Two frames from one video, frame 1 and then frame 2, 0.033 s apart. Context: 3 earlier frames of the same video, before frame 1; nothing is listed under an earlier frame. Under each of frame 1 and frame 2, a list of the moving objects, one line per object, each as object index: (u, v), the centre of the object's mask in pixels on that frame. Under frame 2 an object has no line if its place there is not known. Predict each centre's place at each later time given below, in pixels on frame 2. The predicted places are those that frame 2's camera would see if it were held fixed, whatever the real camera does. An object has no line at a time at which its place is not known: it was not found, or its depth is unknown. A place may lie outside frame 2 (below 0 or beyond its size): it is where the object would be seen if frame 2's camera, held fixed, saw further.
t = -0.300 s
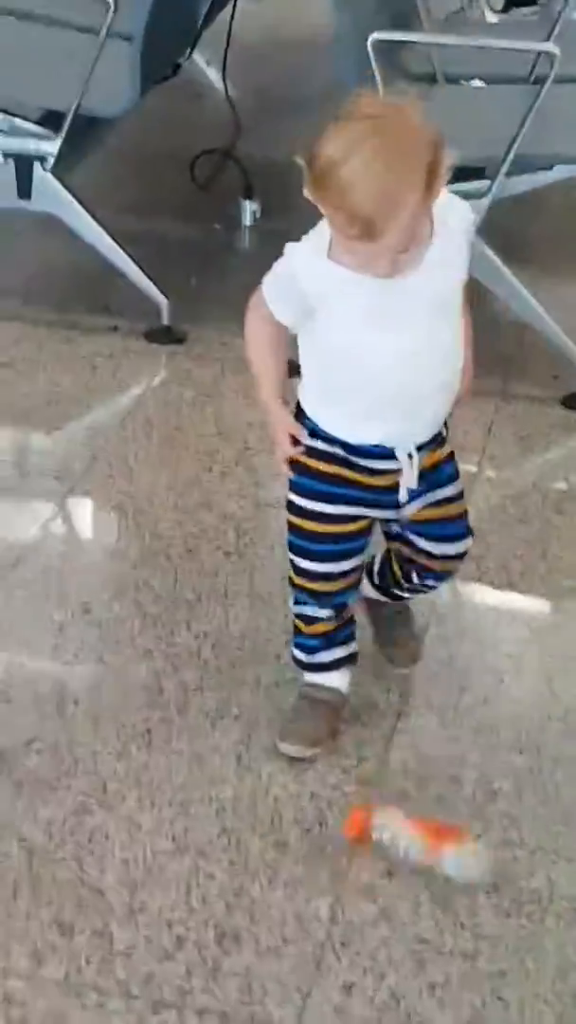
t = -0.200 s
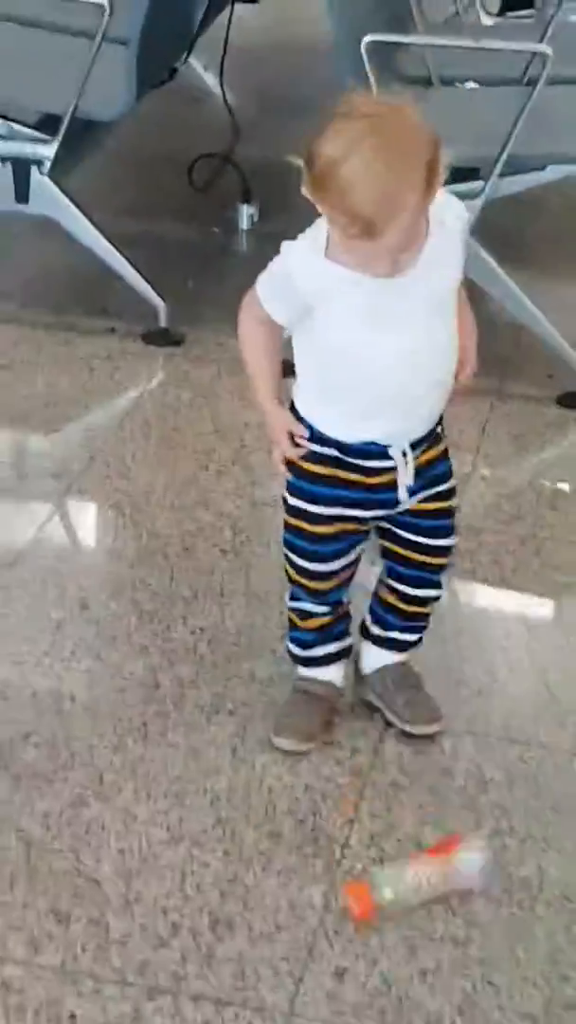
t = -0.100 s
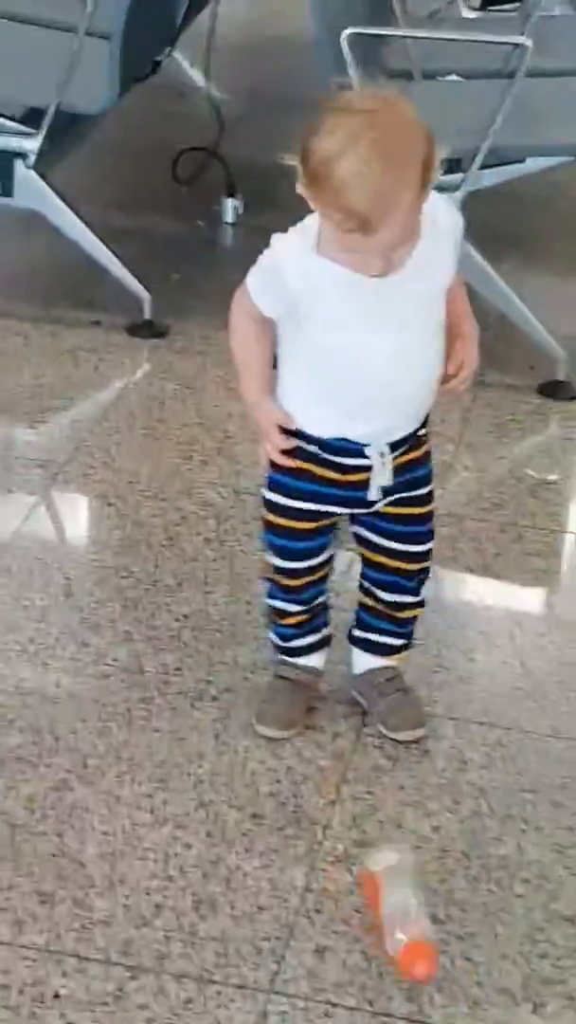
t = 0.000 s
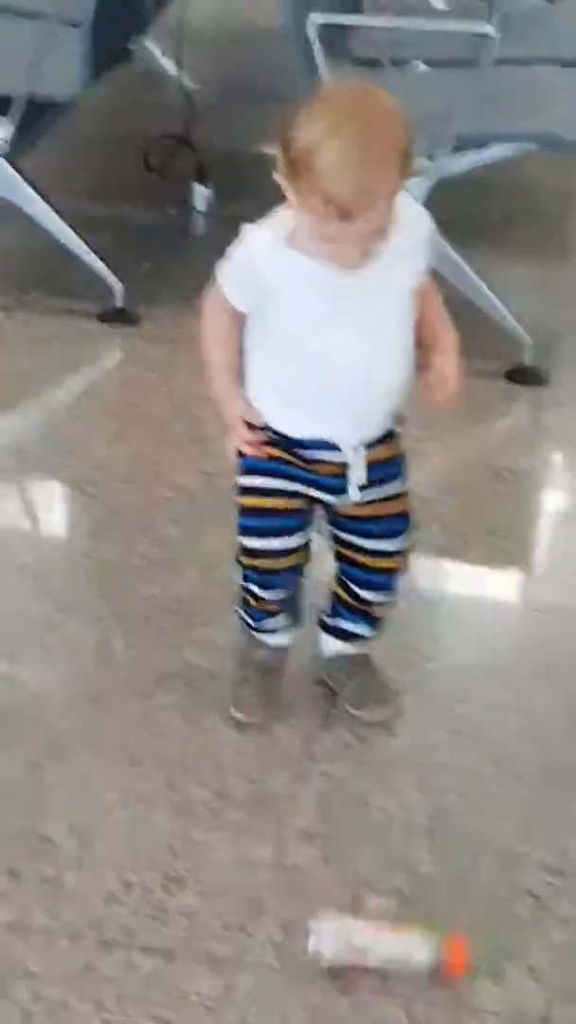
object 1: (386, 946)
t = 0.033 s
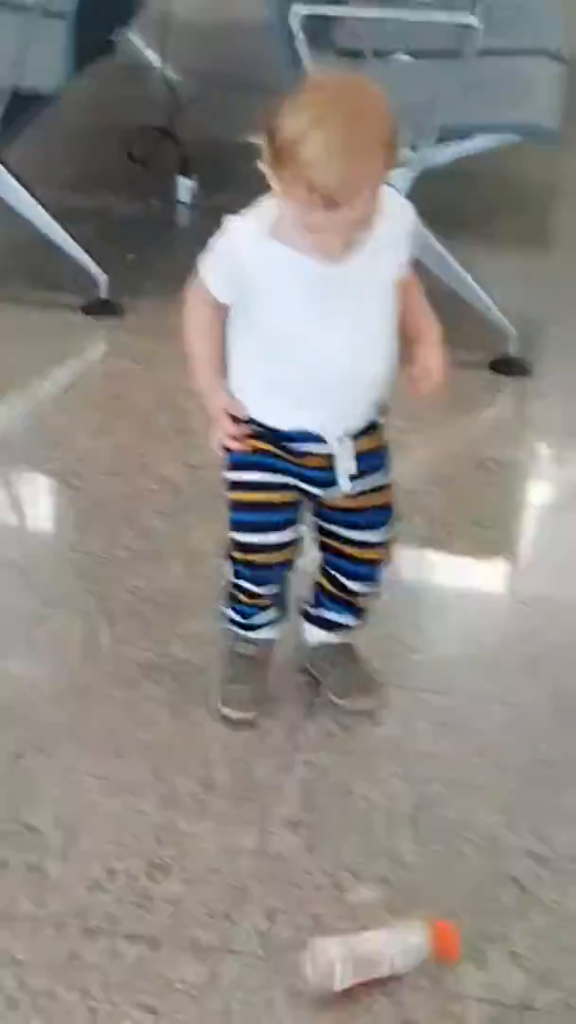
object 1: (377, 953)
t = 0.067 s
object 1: (392, 975)
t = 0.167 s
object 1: (437, 1006)
